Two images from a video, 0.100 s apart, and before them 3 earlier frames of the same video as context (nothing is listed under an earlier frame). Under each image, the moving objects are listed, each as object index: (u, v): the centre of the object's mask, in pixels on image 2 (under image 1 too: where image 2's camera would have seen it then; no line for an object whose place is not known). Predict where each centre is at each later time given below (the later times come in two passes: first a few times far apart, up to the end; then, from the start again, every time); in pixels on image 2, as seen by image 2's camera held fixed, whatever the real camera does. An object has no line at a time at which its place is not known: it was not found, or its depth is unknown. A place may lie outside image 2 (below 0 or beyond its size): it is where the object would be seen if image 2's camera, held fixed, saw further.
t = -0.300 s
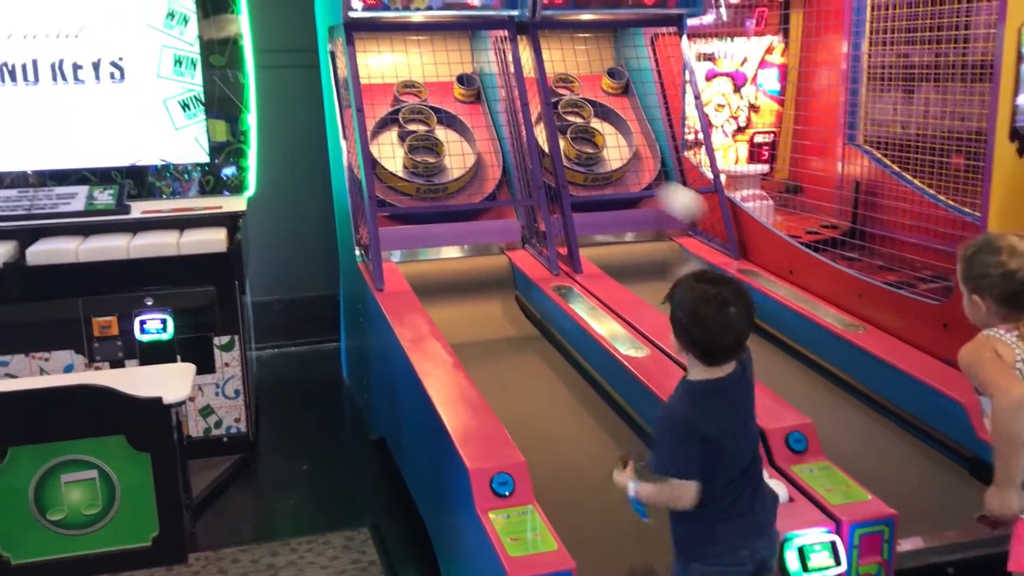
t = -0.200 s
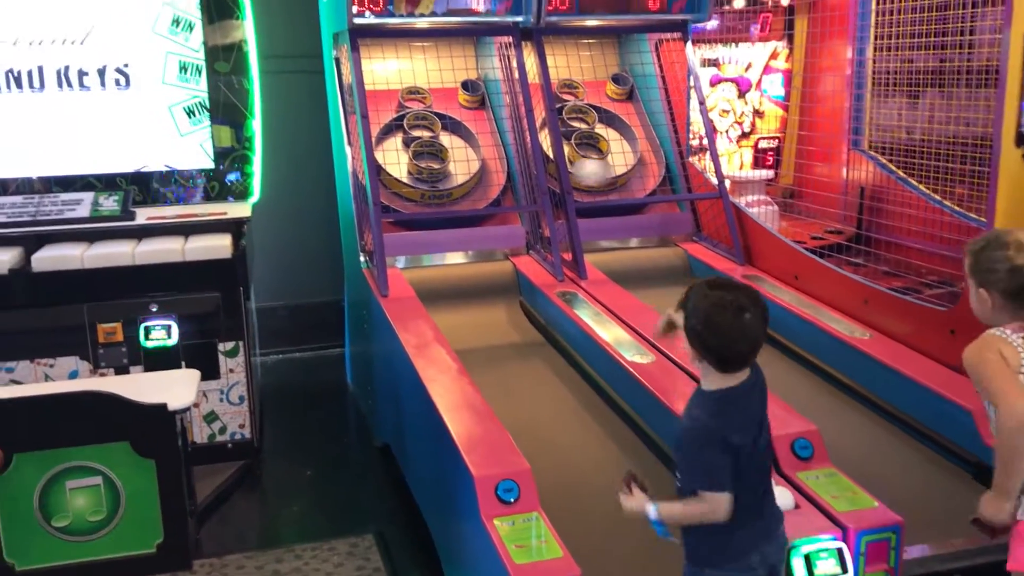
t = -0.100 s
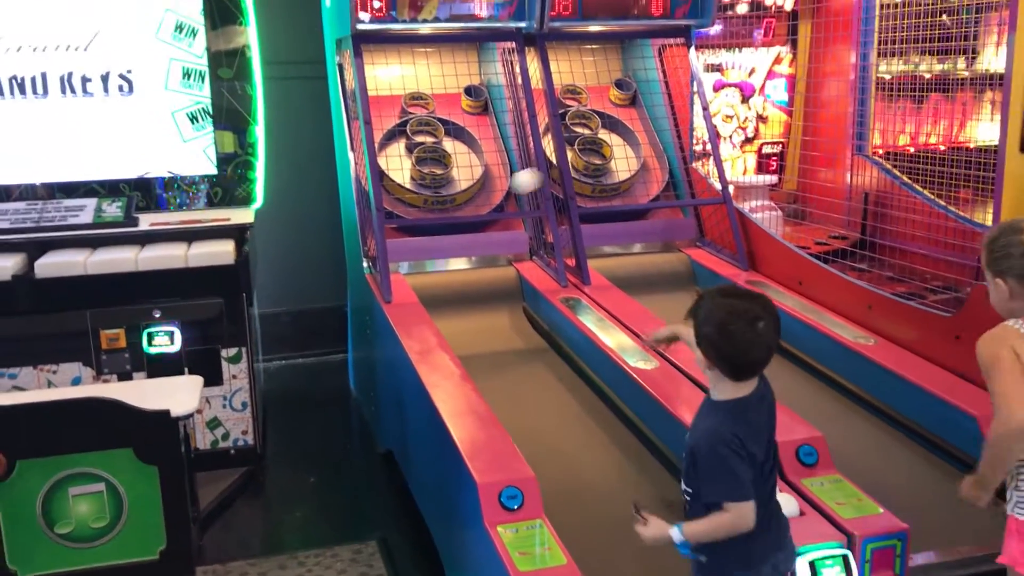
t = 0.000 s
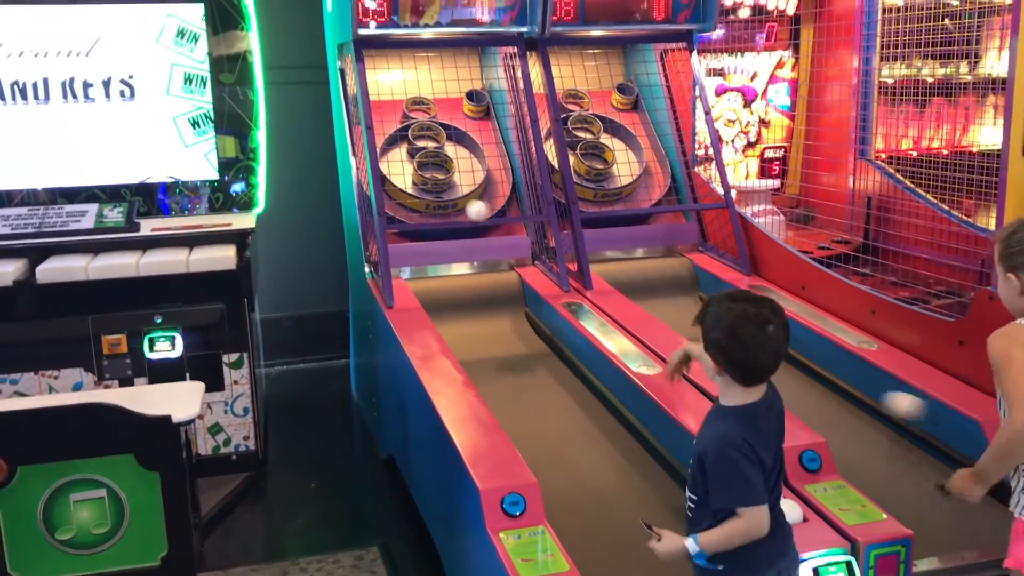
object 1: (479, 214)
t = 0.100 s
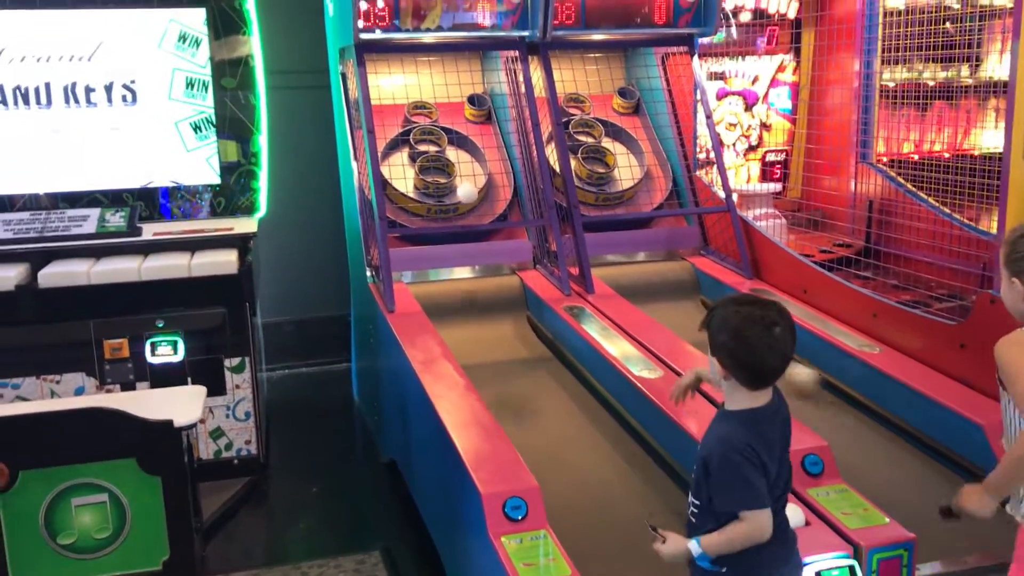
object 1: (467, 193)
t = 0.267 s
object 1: (450, 213)
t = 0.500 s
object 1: (446, 303)
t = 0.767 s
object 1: (501, 374)
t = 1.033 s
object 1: (562, 423)
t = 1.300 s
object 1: (634, 460)
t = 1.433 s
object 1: (665, 483)
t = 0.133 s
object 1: (464, 191)
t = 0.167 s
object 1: (461, 191)
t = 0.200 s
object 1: (456, 196)
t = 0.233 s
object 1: (453, 203)
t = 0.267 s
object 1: (450, 213)
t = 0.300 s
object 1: (447, 227)
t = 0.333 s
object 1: (444, 242)
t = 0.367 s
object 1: (441, 262)
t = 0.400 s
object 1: (437, 287)
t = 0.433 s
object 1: (436, 311)
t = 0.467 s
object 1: (441, 308)
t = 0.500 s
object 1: (446, 303)
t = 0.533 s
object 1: (452, 300)
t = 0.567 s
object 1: (458, 301)
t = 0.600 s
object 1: (465, 305)
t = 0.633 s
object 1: (471, 311)
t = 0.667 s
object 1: (478, 321)
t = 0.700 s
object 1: (485, 335)
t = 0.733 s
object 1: (493, 353)
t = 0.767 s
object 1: (501, 374)
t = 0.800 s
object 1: (510, 398)
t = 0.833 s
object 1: (517, 398)
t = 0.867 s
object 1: (524, 398)
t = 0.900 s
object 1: (531, 401)
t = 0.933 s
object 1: (538, 410)
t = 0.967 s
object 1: (546, 415)
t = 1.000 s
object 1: (554, 419)
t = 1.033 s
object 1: (562, 423)
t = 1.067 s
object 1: (570, 427)
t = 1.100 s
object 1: (579, 432)
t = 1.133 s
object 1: (588, 436)
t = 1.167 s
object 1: (597, 440)
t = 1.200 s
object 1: (605, 445)
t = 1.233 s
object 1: (615, 449)
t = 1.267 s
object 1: (624, 454)
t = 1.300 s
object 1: (634, 460)
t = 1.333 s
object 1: (644, 465)
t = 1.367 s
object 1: (654, 470)
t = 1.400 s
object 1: (662, 476)
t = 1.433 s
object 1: (665, 483)
